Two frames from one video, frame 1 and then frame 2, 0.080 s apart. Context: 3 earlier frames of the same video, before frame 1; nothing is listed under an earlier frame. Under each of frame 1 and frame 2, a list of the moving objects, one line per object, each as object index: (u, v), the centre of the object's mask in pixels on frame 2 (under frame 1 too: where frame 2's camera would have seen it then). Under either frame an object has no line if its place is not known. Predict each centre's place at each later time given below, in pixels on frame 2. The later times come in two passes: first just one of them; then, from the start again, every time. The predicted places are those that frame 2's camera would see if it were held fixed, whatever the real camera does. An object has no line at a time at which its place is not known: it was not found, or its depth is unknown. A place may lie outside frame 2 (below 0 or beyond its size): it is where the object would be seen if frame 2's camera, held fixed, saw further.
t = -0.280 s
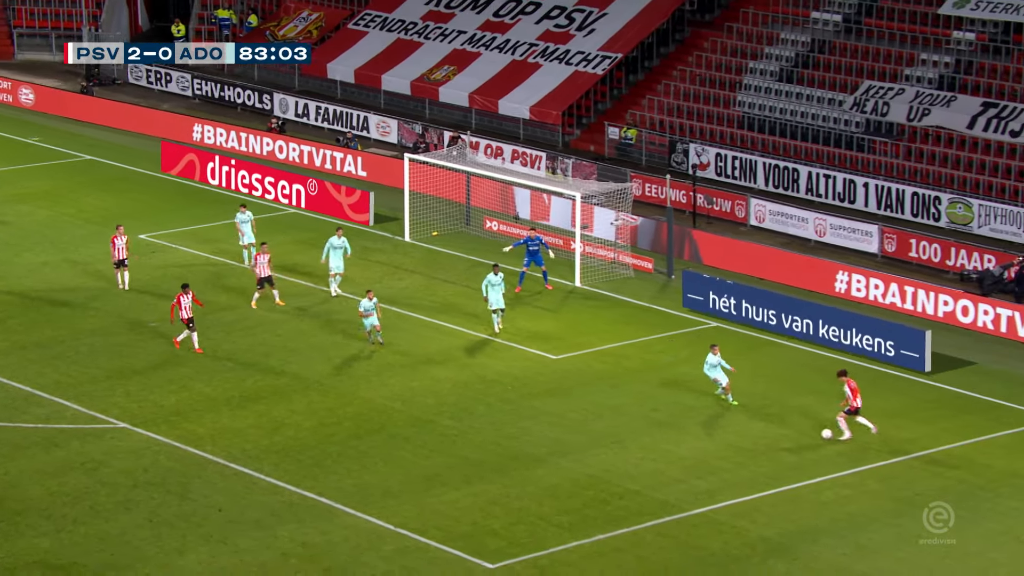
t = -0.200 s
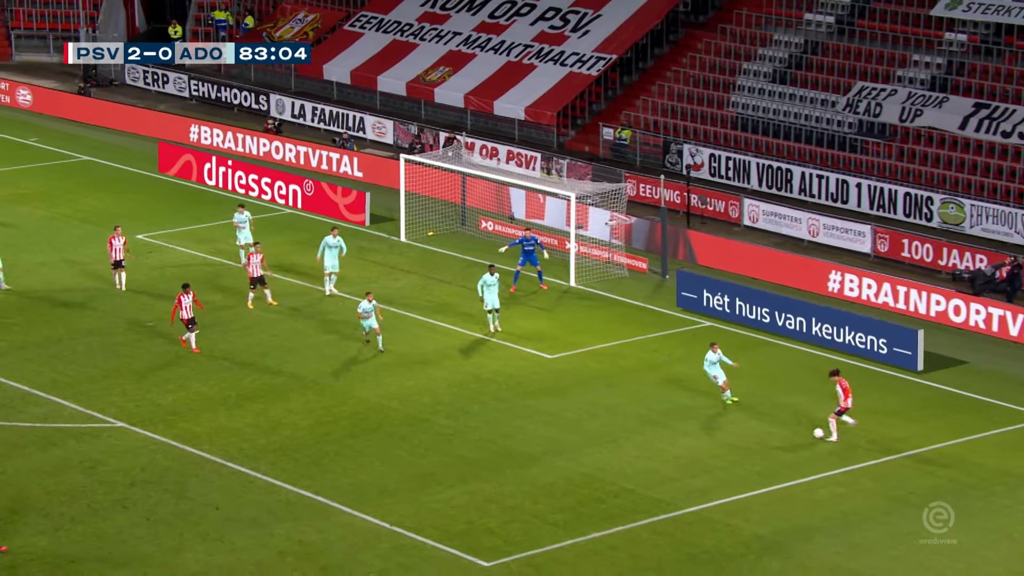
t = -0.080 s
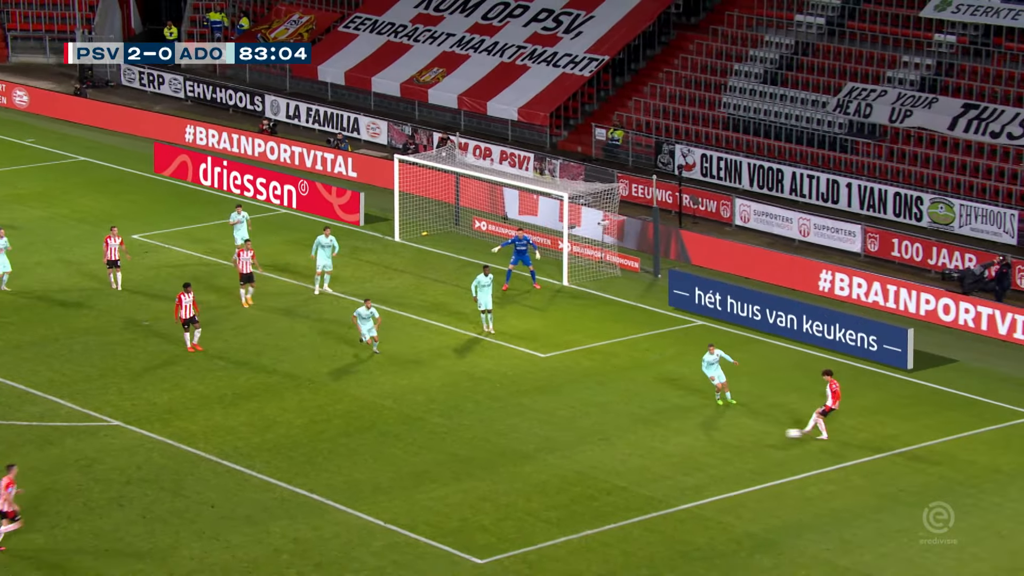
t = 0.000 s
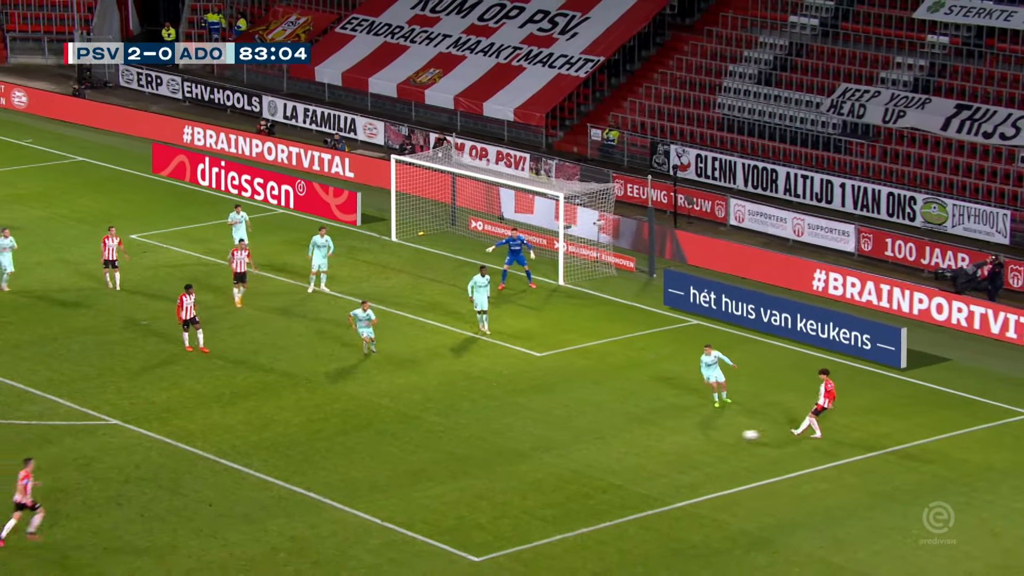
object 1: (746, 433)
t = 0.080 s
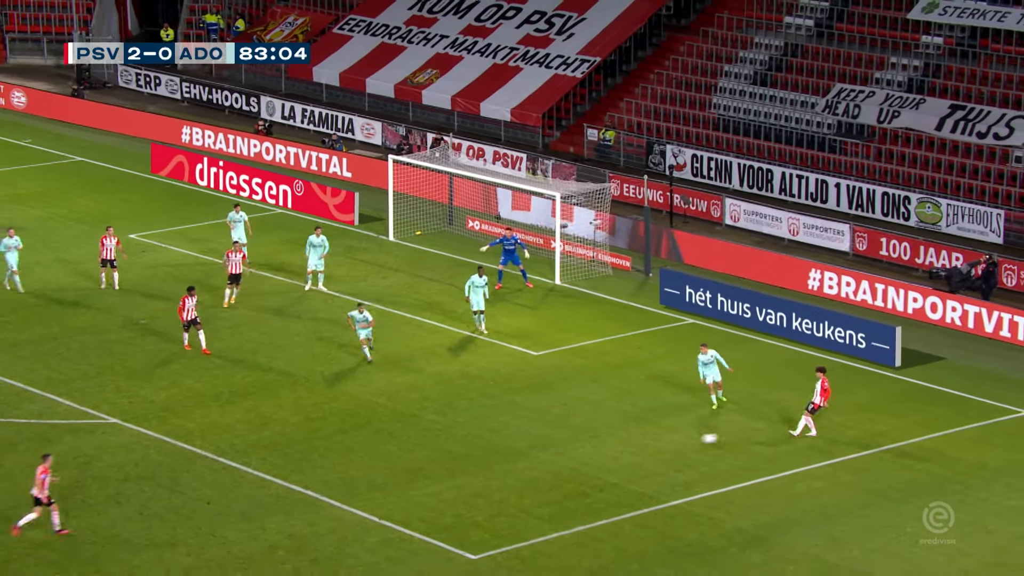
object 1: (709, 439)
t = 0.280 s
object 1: (623, 451)
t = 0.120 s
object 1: (691, 442)
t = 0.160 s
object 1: (674, 443)
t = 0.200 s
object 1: (657, 445)
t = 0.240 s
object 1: (639, 448)
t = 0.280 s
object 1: (623, 451)
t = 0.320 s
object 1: (606, 454)
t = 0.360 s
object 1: (590, 456)
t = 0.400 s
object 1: (575, 457)
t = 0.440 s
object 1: (559, 459)
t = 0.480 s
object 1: (544, 462)
